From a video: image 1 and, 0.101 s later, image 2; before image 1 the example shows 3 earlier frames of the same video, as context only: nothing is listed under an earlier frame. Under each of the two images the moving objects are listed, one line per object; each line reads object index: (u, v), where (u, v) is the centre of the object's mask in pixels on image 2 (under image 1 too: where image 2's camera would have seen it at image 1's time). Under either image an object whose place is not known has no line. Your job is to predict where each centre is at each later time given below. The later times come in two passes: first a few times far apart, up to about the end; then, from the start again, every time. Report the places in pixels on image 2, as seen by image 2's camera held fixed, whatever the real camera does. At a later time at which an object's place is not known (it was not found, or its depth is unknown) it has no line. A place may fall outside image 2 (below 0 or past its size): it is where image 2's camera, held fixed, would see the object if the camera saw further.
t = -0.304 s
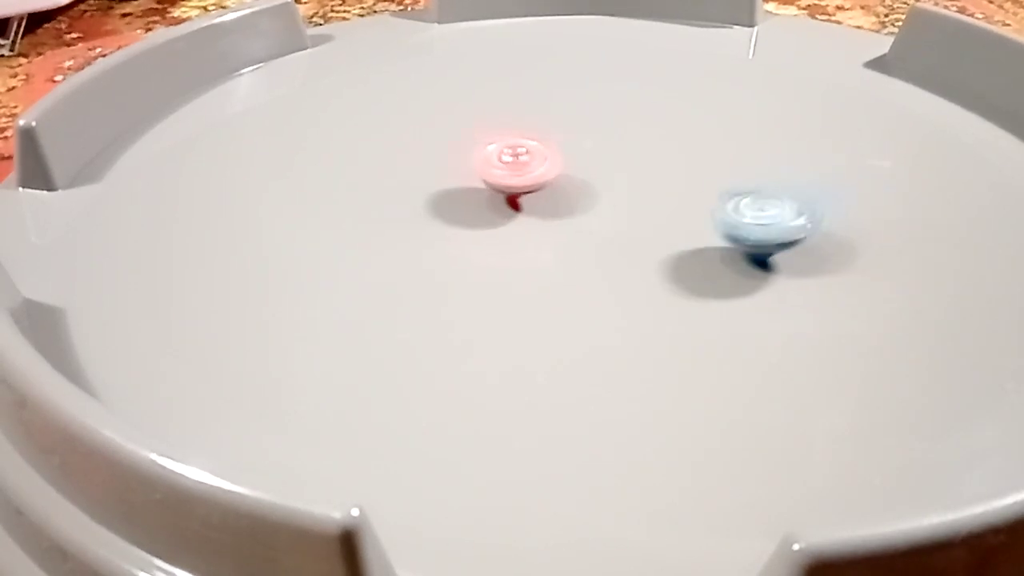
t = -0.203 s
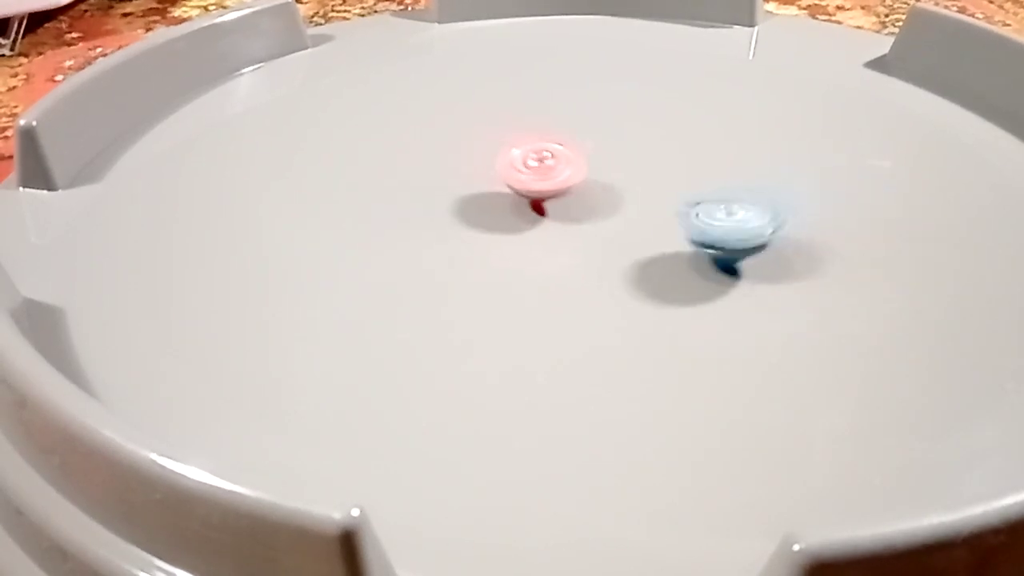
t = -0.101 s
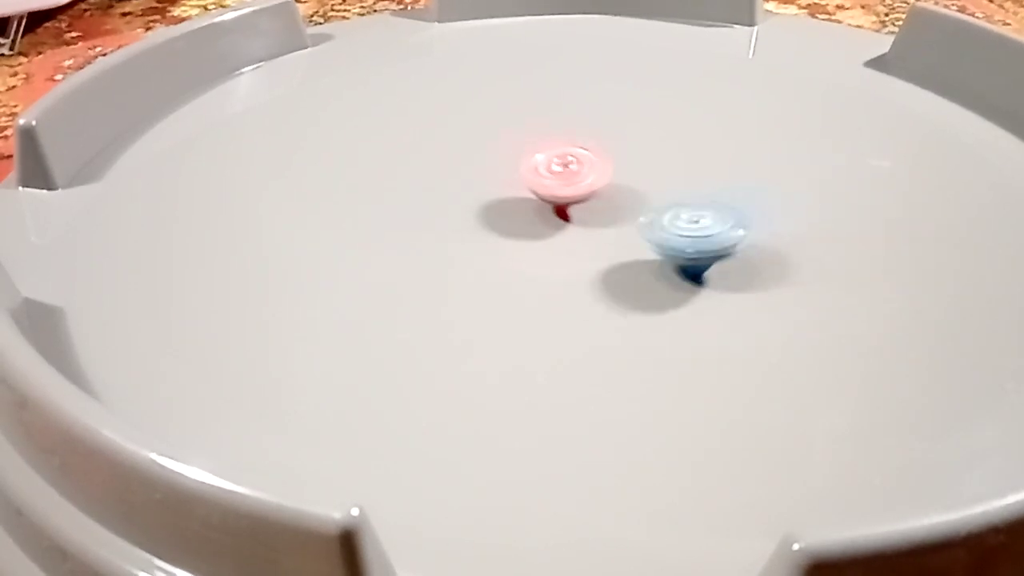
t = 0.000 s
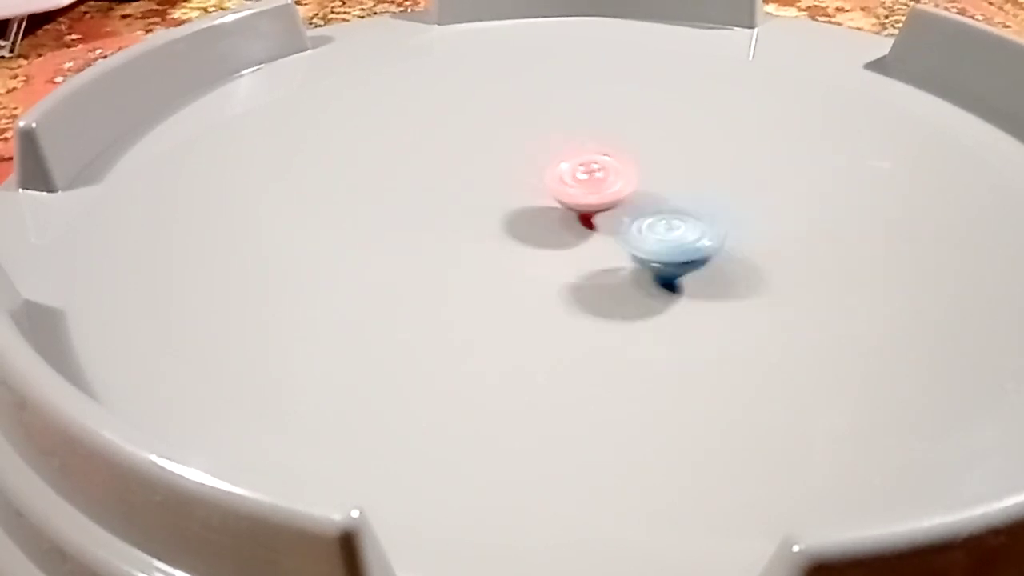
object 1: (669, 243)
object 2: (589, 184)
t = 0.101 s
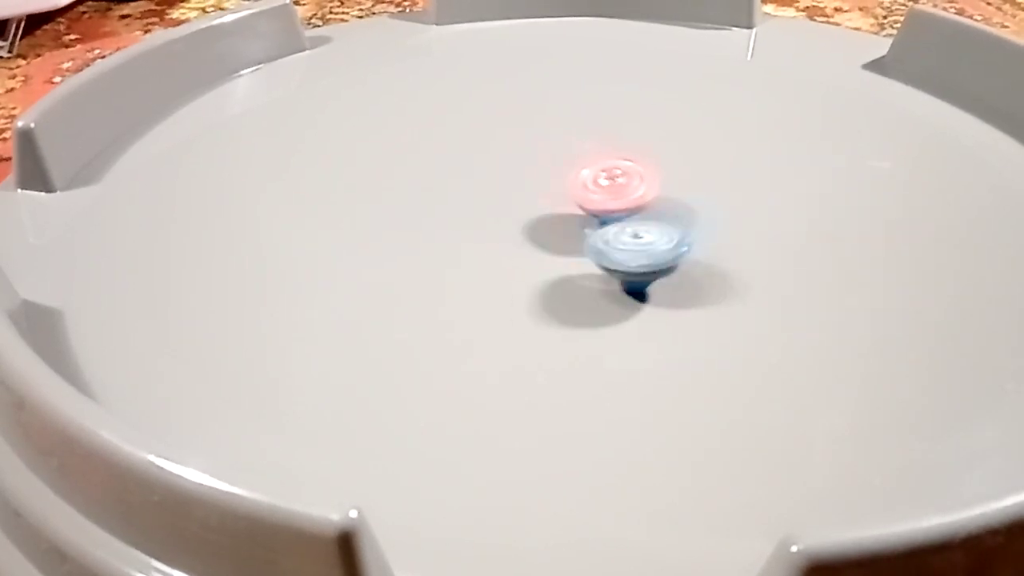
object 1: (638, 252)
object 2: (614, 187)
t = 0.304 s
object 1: (597, 257)
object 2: (656, 199)
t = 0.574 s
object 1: (563, 250)
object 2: (697, 219)
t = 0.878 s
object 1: (544, 221)
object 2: (709, 250)
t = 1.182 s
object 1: (521, 187)
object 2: (679, 279)
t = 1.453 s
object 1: (520, 178)
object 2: (629, 288)
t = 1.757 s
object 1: (564, 176)
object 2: (568, 277)
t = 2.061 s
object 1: (616, 173)
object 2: (548, 244)
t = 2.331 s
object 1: (640, 171)
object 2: (575, 216)
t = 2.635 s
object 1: (692, 162)
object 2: (596, 191)
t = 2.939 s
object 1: (730, 154)
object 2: (630, 169)
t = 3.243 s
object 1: (770, 154)
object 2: (621, 163)
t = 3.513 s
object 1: (767, 168)
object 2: (598, 170)
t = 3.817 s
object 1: (725, 199)
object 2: (574, 188)
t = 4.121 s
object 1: (665, 213)
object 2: (544, 209)
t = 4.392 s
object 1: (671, 211)
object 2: (504, 214)
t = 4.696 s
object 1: (671, 196)
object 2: (482, 208)
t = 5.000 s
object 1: (665, 197)
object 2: (506, 198)
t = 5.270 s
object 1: (642, 191)
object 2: (554, 192)
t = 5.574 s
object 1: (753, 225)
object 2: (511, 164)
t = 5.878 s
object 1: (723, 235)
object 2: (539, 158)
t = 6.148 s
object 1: (689, 228)
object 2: (571, 168)
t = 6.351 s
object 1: (684, 220)
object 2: (588, 183)
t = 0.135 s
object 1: (631, 254)
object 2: (622, 188)
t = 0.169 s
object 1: (622, 255)
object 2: (629, 190)
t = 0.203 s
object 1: (616, 257)
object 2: (636, 193)
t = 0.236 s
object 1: (606, 256)
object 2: (642, 193)
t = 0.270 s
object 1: (603, 257)
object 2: (650, 196)
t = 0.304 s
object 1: (597, 257)
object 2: (656, 199)
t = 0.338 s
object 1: (595, 257)
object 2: (662, 202)
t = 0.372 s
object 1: (589, 258)
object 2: (668, 204)
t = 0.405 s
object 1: (585, 256)
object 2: (674, 206)
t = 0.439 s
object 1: (577, 256)
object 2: (680, 209)
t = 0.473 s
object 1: (575, 256)
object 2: (684, 211)
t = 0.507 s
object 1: (568, 254)
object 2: (689, 213)
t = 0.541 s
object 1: (567, 252)
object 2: (693, 215)
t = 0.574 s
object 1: (563, 250)
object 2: (697, 219)
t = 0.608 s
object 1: (564, 249)
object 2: (701, 222)
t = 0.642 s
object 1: (558, 246)
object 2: (704, 225)
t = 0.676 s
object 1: (558, 243)
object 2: (706, 228)
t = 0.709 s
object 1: (555, 240)
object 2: (709, 232)
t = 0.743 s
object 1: (554, 236)
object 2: (709, 235)
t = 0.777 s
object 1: (552, 232)
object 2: (710, 239)
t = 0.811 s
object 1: (549, 229)
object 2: (710, 243)
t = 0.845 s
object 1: (548, 224)
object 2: (709, 246)
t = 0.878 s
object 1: (544, 221)
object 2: (709, 250)
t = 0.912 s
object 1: (542, 217)
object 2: (707, 254)
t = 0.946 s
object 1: (537, 213)
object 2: (705, 259)
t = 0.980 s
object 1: (538, 209)
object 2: (703, 262)
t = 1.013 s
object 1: (534, 204)
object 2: (700, 266)
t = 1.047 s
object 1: (533, 201)
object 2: (697, 269)
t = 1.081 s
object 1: (530, 197)
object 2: (693, 272)
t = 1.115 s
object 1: (527, 194)
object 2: (689, 274)
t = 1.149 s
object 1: (526, 190)
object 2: (684, 277)
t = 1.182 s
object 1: (521, 187)
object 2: (679, 279)
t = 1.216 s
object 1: (521, 186)
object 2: (674, 282)
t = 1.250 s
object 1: (516, 183)
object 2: (668, 284)
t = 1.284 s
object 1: (518, 182)
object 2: (662, 285)
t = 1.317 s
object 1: (515, 181)
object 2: (655, 287)
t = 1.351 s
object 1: (516, 179)
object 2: (649, 288)
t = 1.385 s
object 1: (517, 179)
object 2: (642, 289)
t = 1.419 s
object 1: (515, 177)
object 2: (635, 290)
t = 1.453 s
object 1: (520, 178)
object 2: (629, 288)
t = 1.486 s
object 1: (520, 177)
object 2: (622, 288)
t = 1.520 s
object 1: (526, 176)
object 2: (615, 287)
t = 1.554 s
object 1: (528, 177)
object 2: (608, 288)
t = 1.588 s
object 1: (532, 175)
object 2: (601, 287)
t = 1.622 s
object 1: (539, 177)
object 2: (594, 286)
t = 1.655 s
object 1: (543, 176)
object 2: (586, 284)
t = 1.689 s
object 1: (551, 176)
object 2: (580, 282)
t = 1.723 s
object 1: (557, 177)
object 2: (574, 280)
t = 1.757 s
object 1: (564, 176)
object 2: (568, 277)
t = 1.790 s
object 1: (570, 176)
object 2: (563, 274)
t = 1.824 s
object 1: (574, 174)
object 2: (559, 270)
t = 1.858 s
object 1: (584, 175)
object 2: (555, 267)
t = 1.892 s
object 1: (588, 175)
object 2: (551, 264)
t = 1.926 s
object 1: (595, 174)
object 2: (549, 259)
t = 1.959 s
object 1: (602, 175)
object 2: (547, 256)
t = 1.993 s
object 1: (605, 172)
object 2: (546, 252)
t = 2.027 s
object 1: (612, 173)
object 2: (547, 248)
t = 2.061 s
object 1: (616, 173)
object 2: (548, 244)
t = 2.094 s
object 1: (619, 169)
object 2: (550, 241)
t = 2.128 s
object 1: (625, 171)
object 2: (552, 237)
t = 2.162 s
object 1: (627, 170)
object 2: (555, 234)
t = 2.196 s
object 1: (631, 170)
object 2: (558, 230)
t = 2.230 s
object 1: (634, 171)
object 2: (561, 227)
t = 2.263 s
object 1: (634, 170)
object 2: (565, 223)
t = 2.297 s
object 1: (639, 172)
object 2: (571, 220)
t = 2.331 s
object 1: (640, 171)
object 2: (575, 216)
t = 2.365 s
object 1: (641, 171)
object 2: (579, 212)
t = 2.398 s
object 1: (645, 170)
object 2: (584, 210)
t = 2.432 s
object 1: (650, 173)
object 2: (584, 208)
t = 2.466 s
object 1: (656, 171)
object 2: (583, 205)
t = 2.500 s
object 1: (661, 170)
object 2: (585, 203)
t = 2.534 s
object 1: (668, 167)
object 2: (588, 199)
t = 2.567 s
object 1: (679, 167)
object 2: (590, 197)
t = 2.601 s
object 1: (688, 166)
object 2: (594, 194)
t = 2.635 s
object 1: (692, 162)
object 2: (596, 191)
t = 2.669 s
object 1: (702, 163)
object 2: (599, 188)
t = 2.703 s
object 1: (709, 162)
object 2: (603, 186)
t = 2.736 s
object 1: (711, 160)
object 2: (607, 184)
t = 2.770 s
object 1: (720, 158)
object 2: (610, 181)
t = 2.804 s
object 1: (723, 158)
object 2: (614, 179)
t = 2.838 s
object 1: (724, 156)
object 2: (617, 177)
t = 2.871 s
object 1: (731, 158)
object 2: (620, 174)
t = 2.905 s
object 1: (731, 155)
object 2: (624, 173)
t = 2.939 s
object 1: (730, 154)
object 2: (630, 169)
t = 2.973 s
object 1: (734, 155)
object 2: (632, 169)
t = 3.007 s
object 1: (734, 155)
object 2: (638, 166)
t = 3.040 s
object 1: (733, 154)
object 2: (639, 165)
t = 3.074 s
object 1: (745, 153)
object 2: (634, 165)
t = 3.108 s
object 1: (752, 155)
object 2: (629, 164)
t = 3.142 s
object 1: (756, 151)
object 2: (627, 163)
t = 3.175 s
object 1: (765, 152)
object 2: (625, 163)
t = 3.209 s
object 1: (770, 153)
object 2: (624, 163)
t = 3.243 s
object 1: (770, 154)
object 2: (621, 163)
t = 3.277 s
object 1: (775, 154)
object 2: (619, 163)
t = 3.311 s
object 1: (777, 156)
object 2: (617, 163)
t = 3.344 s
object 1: (776, 156)
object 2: (615, 164)
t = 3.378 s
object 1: (775, 157)
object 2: (612, 164)
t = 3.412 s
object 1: (775, 160)
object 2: (609, 166)
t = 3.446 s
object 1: (771, 163)
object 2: (606, 167)
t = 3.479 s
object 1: (767, 165)
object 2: (603, 169)
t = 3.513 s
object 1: (767, 168)
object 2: (598, 170)
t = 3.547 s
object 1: (765, 169)
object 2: (595, 172)
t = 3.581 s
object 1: (760, 175)
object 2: (592, 174)
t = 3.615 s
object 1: (757, 179)
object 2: (588, 175)
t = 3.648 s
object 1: (756, 182)
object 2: (586, 177)
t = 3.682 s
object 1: (748, 185)
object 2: (583, 179)
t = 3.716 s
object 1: (743, 189)
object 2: (580, 182)
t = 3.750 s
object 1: (739, 192)
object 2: (578, 184)
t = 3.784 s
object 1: (735, 195)
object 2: (576, 187)
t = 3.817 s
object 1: (725, 199)
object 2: (574, 188)
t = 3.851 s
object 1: (721, 203)
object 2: (572, 191)
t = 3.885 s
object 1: (715, 203)
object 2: (569, 194)
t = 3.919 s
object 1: (704, 206)
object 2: (567, 196)
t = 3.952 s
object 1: (695, 209)
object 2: (566, 198)
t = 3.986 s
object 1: (686, 211)
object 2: (564, 201)
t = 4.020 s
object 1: (679, 211)
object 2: (563, 204)
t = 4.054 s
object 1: (670, 212)
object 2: (562, 206)
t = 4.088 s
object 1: (666, 213)
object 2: (554, 207)
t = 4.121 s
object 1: (665, 213)
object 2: (544, 209)
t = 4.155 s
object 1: (667, 213)
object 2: (538, 210)
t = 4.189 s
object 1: (667, 213)
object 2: (533, 211)
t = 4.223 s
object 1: (668, 215)
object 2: (528, 212)
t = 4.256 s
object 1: (671, 215)
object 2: (524, 213)
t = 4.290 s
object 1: (669, 215)
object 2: (520, 214)
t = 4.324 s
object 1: (664, 213)
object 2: (514, 213)
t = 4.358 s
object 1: (669, 212)
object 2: (509, 214)
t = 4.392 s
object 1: (671, 211)
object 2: (504, 214)
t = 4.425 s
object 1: (670, 209)
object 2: (500, 214)
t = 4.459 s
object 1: (666, 207)
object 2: (497, 214)
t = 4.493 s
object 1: (667, 206)
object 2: (492, 213)
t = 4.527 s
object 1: (667, 205)
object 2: (489, 212)
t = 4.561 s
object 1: (667, 202)
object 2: (486, 212)
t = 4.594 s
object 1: (663, 198)
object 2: (484, 211)
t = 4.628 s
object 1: (665, 198)
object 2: (483, 209)
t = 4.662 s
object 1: (667, 196)
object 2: (481, 208)
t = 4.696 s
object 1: (671, 196)
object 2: (482, 208)
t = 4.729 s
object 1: (666, 195)
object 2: (482, 207)
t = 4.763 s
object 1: (662, 194)
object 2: (483, 205)
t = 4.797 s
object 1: (663, 192)
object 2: (484, 204)
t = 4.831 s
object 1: (665, 195)
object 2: (487, 203)
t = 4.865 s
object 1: (662, 194)
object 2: (490, 201)
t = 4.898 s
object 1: (661, 196)
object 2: (493, 200)
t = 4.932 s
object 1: (665, 198)
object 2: (497, 200)
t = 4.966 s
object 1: (667, 197)
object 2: (503, 197)
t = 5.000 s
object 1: (665, 197)
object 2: (506, 198)
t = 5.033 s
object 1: (657, 196)
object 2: (512, 197)
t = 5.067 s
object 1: (650, 198)
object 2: (517, 196)
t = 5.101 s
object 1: (644, 198)
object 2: (523, 196)
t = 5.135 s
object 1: (643, 195)
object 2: (529, 195)
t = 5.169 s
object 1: (645, 197)
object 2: (534, 195)
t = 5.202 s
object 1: (642, 194)
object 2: (541, 195)
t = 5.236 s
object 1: (641, 195)
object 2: (547, 194)
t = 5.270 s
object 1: (642, 191)
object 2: (554, 192)
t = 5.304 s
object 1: (646, 190)
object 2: (559, 193)
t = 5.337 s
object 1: (668, 189)
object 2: (548, 186)
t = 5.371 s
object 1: (693, 198)
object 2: (533, 179)
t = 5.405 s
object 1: (714, 209)
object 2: (519, 174)
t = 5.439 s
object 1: (731, 213)
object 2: (513, 171)
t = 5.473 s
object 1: (741, 217)
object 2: (510, 169)
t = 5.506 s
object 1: (749, 221)
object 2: (510, 167)
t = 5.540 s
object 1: (751, 223)
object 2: (510, 165)
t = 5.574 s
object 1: (753, 225)
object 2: (511, 164)
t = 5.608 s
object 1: (755, 227)
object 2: (513, 162)
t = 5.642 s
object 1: (754, 229)
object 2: (515, 161)
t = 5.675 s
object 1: (751, 229)
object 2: (517, 160)
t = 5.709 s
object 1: (748, 231)
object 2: (520, 159)
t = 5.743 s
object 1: (743, 234)
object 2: (523, 159)
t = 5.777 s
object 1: (737, 236)
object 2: (528, 157)
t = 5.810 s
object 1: (732, 235)
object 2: (531, 157)
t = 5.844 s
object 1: (727, 235)
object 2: (535, 157)
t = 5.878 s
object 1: (723, 235)
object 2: (539, 158)
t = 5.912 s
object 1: (719, 235)
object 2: (543, 158)
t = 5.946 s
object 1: (712, 236)
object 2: (547, 158)
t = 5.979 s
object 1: (706, 235)
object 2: (551, 159)
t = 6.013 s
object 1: (702, 233)
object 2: (556, 161)
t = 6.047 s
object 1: (699, 231)
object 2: (559, 162)
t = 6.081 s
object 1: (696, 230)
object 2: (563, 164)
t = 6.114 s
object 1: (693, 229)
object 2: (568, 166)
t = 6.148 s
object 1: (689, 228)
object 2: (571, 168)
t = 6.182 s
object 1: (684, 226)
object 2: (574, 170)
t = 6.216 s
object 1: (682, 225)
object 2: (577, 173)
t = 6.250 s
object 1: (683, 223)
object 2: (580, 175)
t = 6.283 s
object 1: (684, 222)
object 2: (583, 178)
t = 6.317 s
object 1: (684, 221)
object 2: (585, 180)
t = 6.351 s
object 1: (684, 220)
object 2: (588, 183)
